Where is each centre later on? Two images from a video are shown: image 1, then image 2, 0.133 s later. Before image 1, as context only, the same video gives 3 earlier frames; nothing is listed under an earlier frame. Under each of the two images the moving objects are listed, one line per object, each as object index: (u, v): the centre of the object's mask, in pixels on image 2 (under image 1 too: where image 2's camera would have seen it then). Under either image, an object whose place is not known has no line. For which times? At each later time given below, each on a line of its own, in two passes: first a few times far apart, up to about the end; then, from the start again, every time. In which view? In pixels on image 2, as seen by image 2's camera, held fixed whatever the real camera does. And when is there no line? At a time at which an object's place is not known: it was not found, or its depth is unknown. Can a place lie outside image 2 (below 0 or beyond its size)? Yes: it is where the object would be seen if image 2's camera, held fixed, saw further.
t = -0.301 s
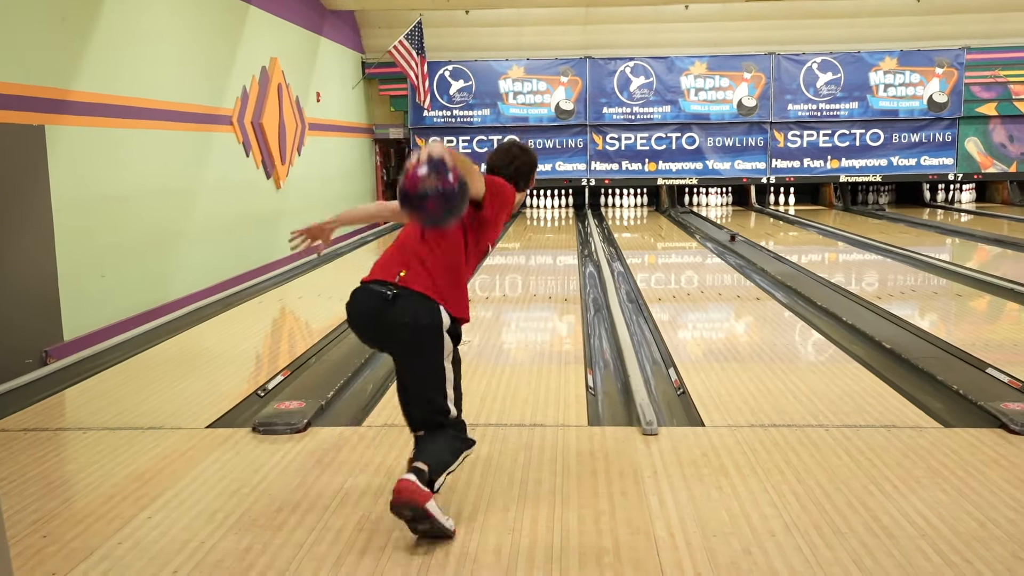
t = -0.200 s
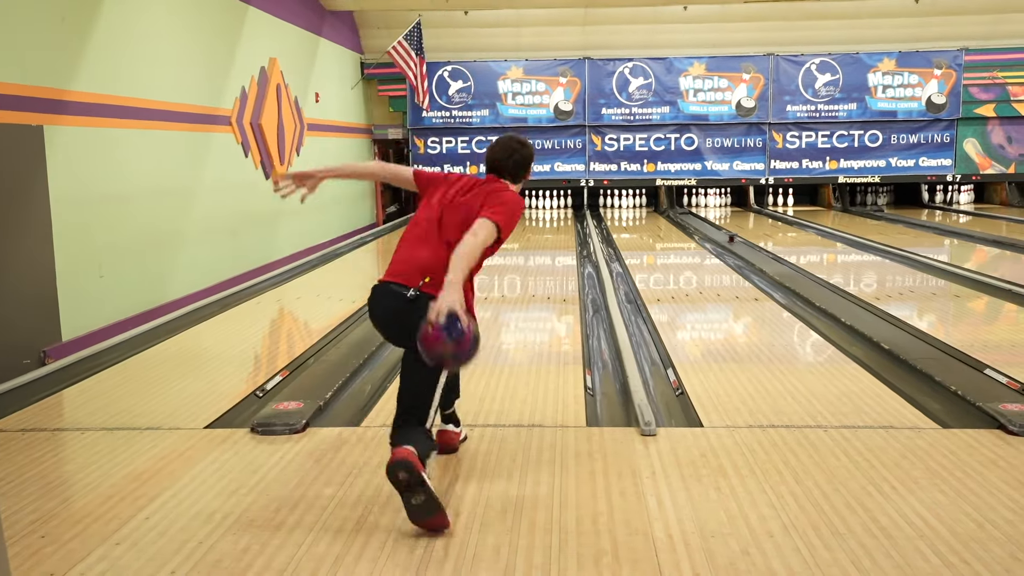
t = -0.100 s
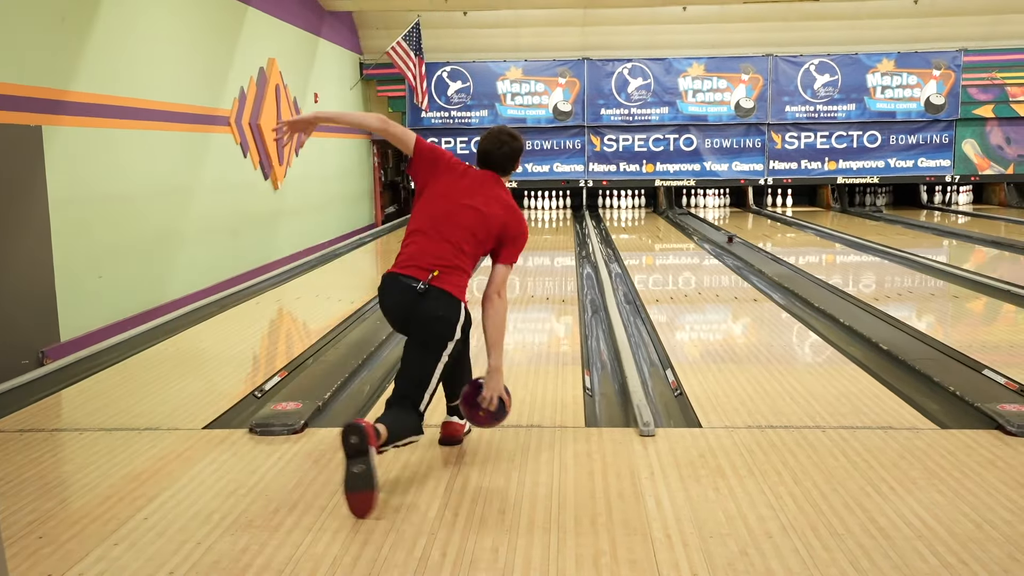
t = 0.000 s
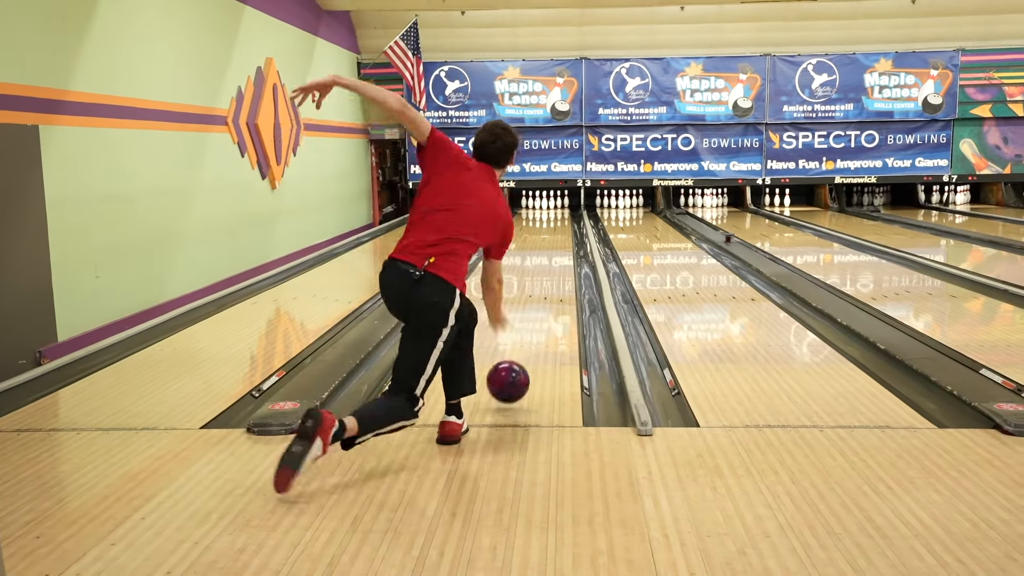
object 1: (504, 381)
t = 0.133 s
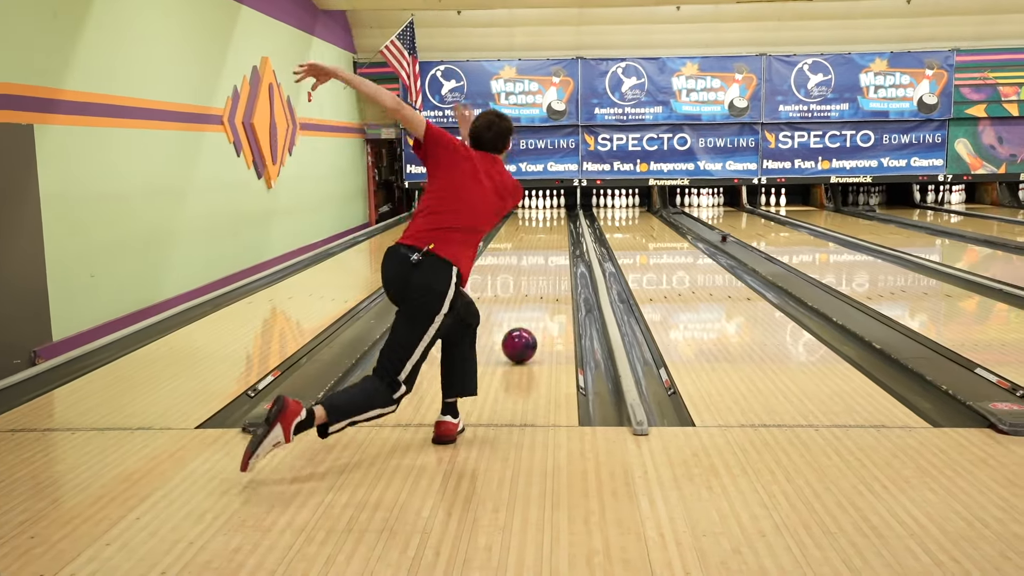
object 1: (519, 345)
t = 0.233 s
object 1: (527, 322)
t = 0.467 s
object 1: (540, 285)
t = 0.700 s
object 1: (546, 260)
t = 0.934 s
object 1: (550, 244)
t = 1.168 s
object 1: (551, 232)
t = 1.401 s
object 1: (551, 223)
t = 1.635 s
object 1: (548, 215)
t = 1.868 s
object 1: (544, 211)
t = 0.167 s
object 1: (522, 337)
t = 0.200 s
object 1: (525, 329)
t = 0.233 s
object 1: (527, 322)
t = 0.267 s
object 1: (530, 315)
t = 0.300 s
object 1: (532, 309)
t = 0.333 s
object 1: (534, 303)
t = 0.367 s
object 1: (535, 298)
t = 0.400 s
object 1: (537, 293)
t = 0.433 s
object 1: (538, 289)
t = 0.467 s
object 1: (540, 285)
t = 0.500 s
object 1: (541, 281)
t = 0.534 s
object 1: (542, 277)
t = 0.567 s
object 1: (543, 273)
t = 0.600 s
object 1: (547, 269)
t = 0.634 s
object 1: (545, 267)
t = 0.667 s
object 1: (546, 263)
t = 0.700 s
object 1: (546, 260)
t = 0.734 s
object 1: (547, 258)
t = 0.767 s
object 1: (548, 255)
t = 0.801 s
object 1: (548, 252)
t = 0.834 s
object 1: (549, 250)
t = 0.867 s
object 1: (549, 248)
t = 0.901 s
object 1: (550, 246)
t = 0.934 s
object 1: (550, 244)
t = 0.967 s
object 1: (550, 242)
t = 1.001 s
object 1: (550, 240)
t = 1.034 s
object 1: (551, 238)
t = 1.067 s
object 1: (551, 236)
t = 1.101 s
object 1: (551, 235)
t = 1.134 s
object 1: (551, 234)
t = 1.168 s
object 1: (551, 232)
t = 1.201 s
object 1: (552, 230)
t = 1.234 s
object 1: (552, 229)
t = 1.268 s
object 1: (552, 228)
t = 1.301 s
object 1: (551, 226)
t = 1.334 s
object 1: (551, 225)
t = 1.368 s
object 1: (551, 224)
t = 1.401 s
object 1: (551, 223)
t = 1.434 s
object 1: (550, 221)
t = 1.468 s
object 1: (550, 220)
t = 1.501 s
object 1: (550, 219)
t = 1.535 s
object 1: (550, 218)
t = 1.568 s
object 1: (549, 218)
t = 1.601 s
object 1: (548, 216)
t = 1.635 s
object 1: (548, 215)
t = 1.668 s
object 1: (548, 215)
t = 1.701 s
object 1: (547, 214)
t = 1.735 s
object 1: (547, 213)
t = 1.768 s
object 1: (546, 213)
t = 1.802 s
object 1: (545, 212)
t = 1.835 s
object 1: (545, 211)
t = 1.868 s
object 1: (544, 211)
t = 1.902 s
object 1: (543, 210)
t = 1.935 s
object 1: (542, 210)
